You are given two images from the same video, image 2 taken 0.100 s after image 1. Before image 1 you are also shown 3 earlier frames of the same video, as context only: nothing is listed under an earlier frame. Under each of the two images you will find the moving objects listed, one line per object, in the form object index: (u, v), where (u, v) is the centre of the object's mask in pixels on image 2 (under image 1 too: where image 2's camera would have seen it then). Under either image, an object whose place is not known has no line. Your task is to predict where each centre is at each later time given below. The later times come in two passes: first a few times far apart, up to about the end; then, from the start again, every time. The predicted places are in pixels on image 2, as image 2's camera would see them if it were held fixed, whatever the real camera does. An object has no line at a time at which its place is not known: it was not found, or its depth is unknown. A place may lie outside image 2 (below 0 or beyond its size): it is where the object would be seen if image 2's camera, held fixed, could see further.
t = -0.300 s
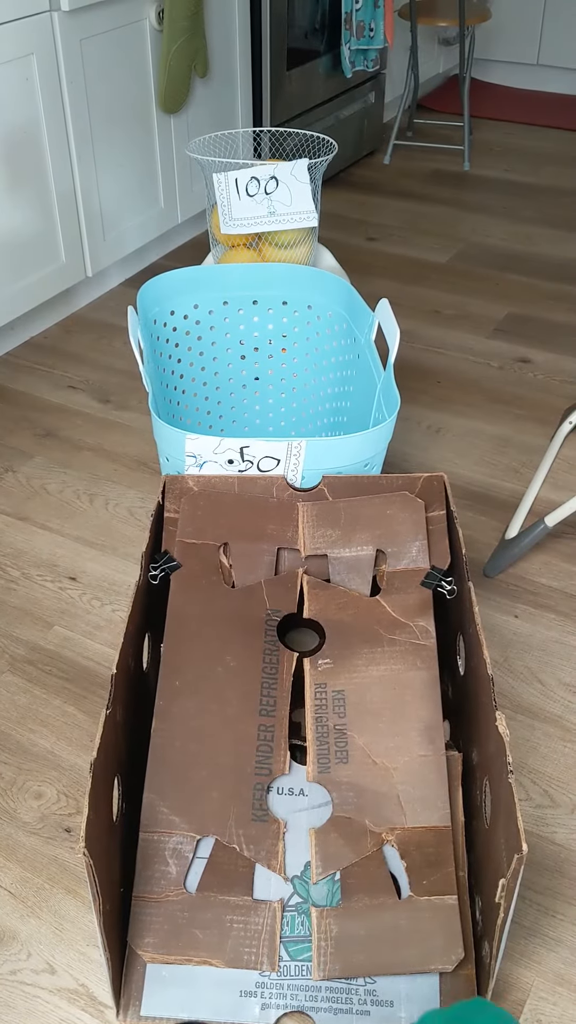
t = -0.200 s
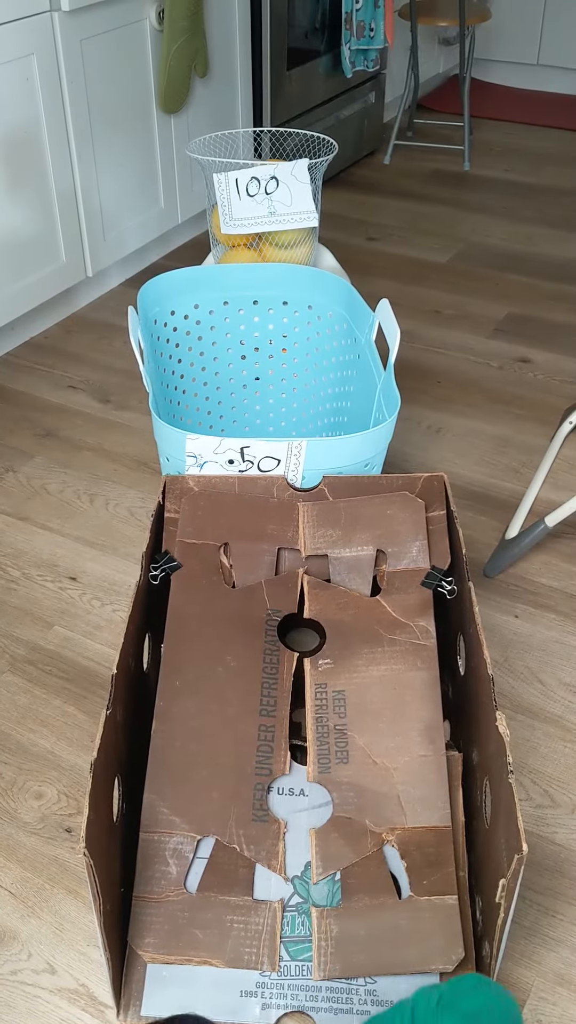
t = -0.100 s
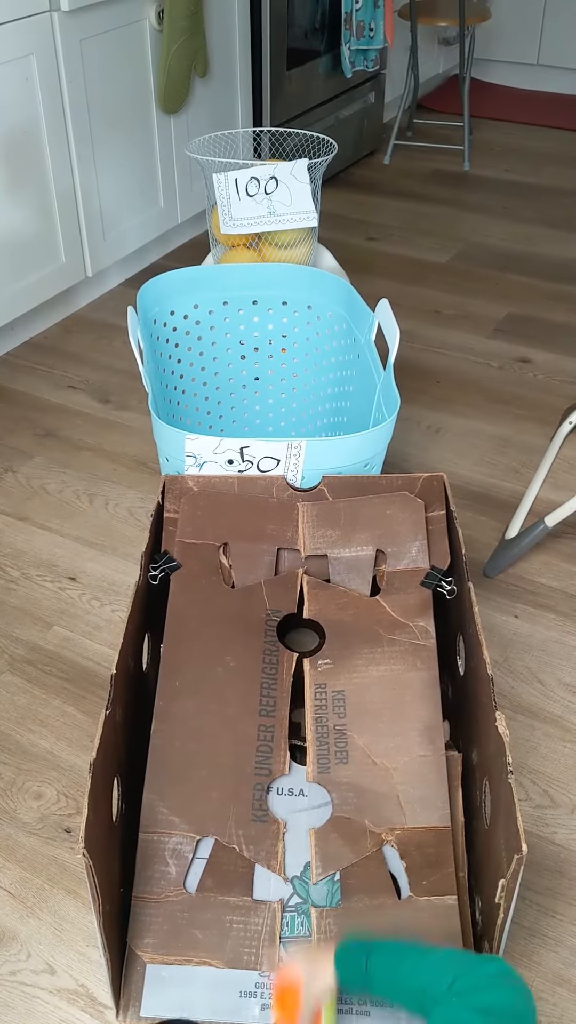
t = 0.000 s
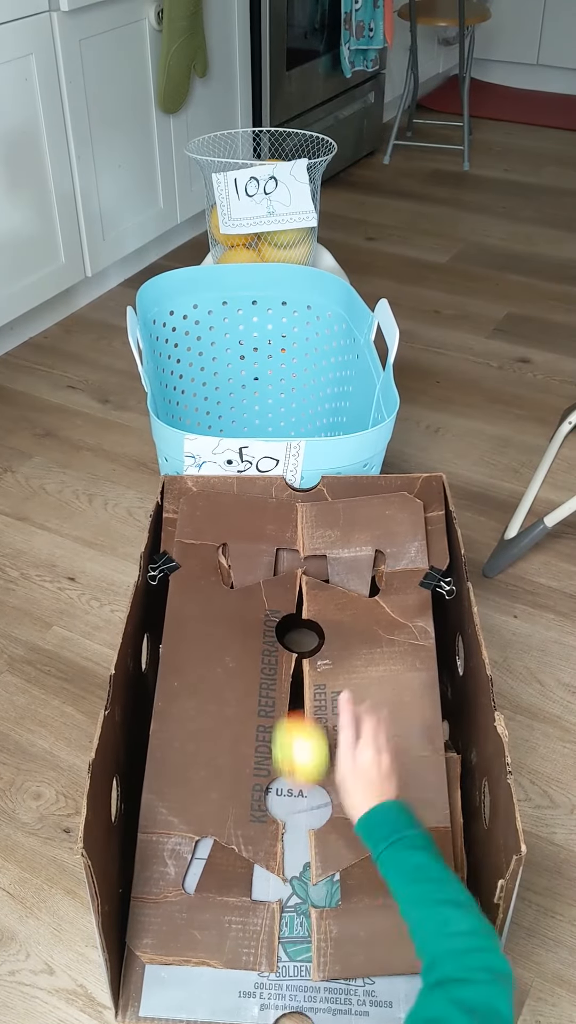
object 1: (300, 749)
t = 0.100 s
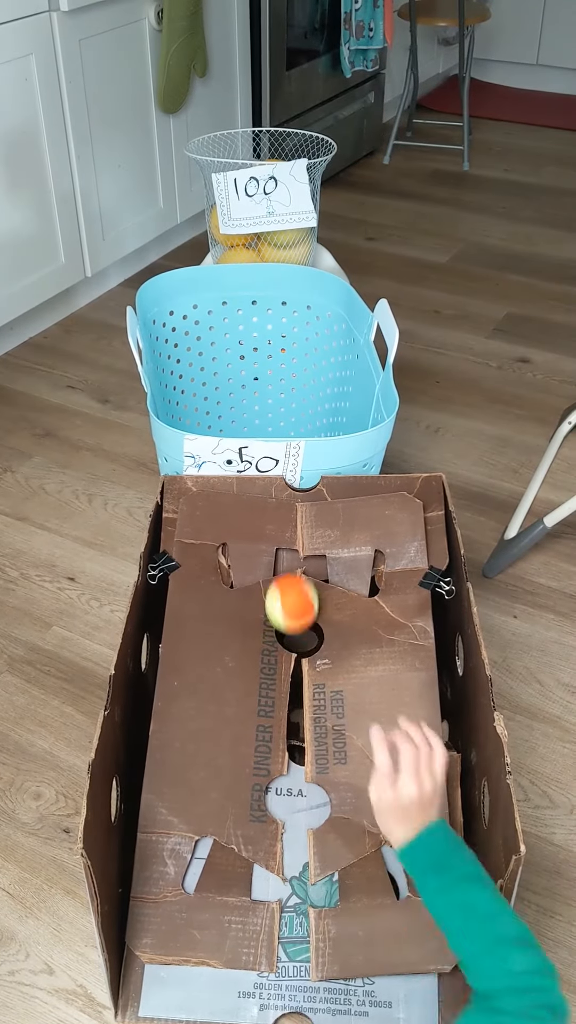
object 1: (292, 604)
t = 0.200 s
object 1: (292, 523)
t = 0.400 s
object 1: (287, 482)
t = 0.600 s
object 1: (281, 528)
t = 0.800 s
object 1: (275, 652)
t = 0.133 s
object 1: (293, 575)
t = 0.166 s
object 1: (295, 550)
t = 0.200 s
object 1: (292, 523)
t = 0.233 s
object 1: (290, 504)
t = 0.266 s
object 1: (288, 491)
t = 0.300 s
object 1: (287, 480)
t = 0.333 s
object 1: (288, 472)
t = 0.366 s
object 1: (287, 476)
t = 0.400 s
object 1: (287, 482)
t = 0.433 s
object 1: (289, 485)
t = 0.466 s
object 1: (290, 489)
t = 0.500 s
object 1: (289, 494)
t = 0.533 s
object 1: (287, 503)
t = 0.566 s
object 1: (284, 514)
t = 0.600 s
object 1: (281, 528)
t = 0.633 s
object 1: (278, 545)
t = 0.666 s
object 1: (276, 564)
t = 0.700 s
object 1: (275, 580)
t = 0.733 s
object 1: (274, 602)
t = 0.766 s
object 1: (273, 628)
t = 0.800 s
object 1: (275, 652)
